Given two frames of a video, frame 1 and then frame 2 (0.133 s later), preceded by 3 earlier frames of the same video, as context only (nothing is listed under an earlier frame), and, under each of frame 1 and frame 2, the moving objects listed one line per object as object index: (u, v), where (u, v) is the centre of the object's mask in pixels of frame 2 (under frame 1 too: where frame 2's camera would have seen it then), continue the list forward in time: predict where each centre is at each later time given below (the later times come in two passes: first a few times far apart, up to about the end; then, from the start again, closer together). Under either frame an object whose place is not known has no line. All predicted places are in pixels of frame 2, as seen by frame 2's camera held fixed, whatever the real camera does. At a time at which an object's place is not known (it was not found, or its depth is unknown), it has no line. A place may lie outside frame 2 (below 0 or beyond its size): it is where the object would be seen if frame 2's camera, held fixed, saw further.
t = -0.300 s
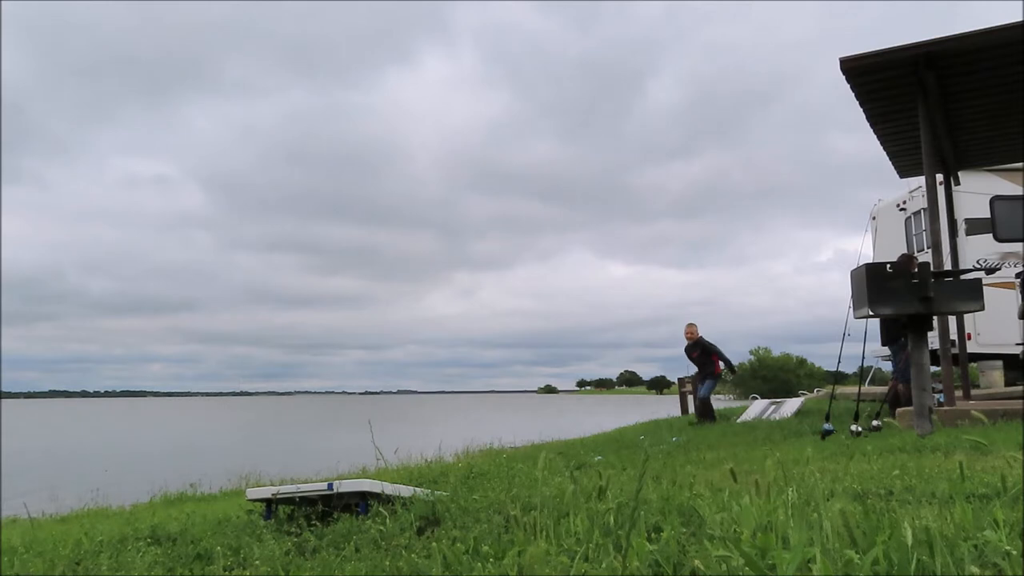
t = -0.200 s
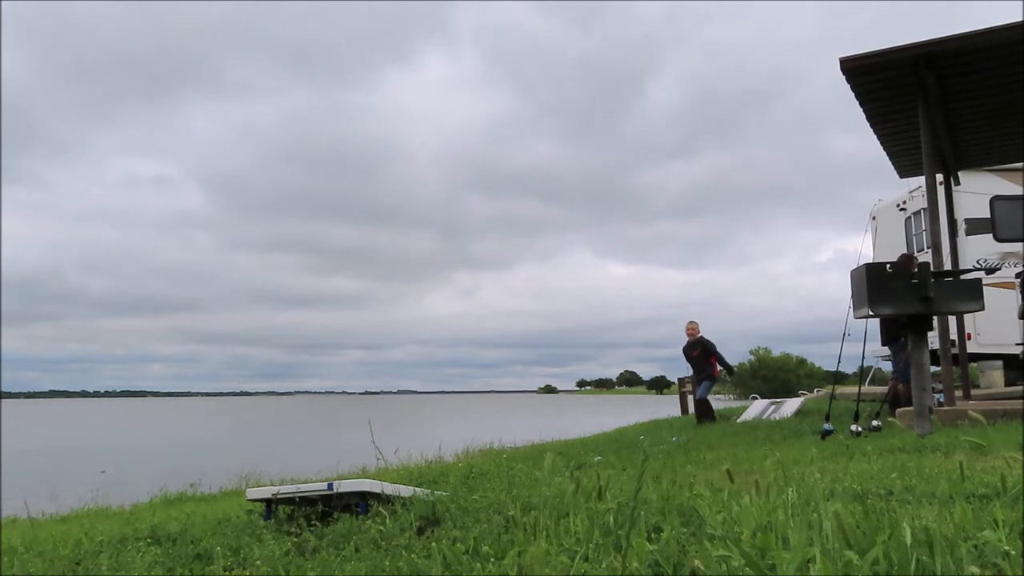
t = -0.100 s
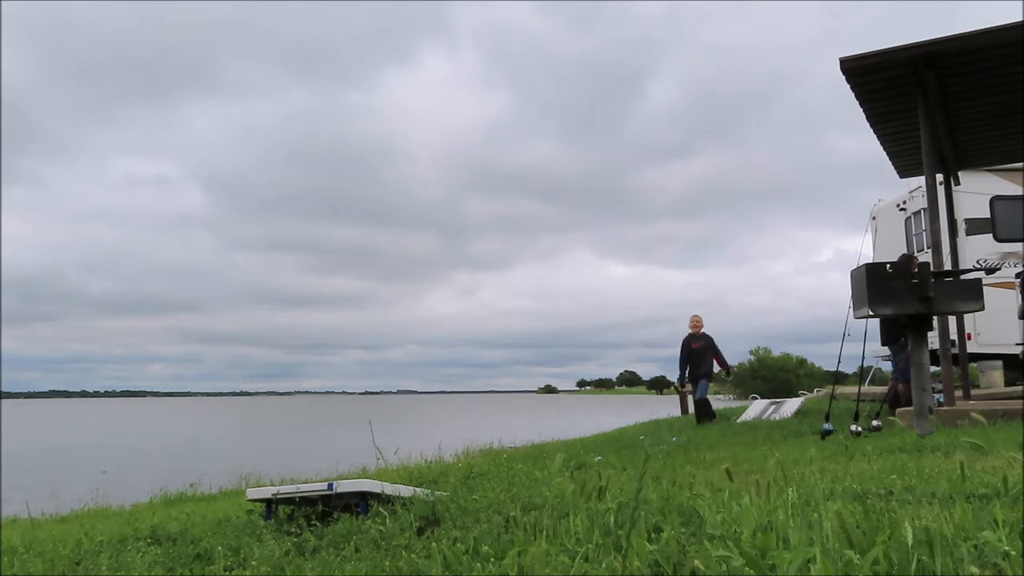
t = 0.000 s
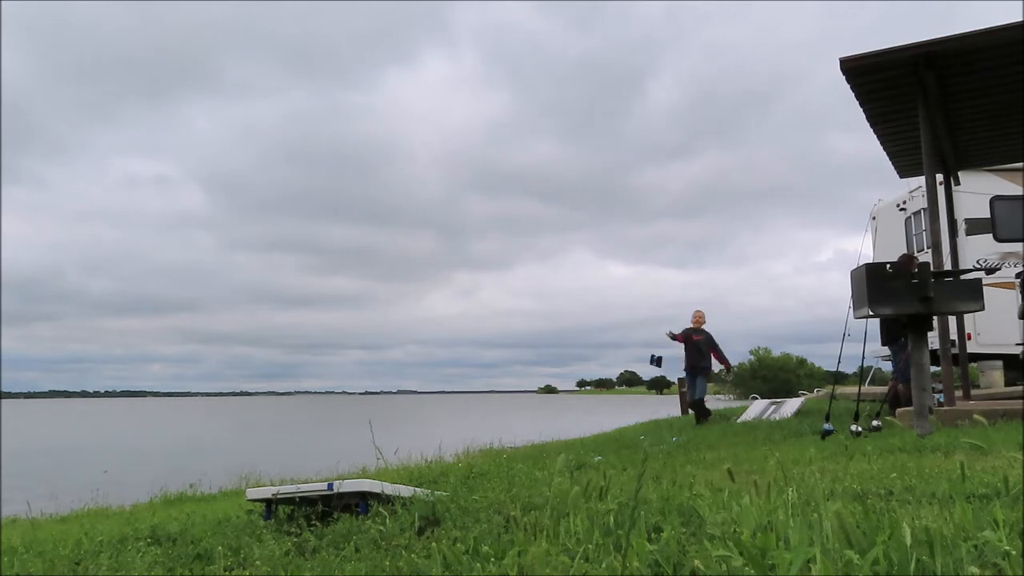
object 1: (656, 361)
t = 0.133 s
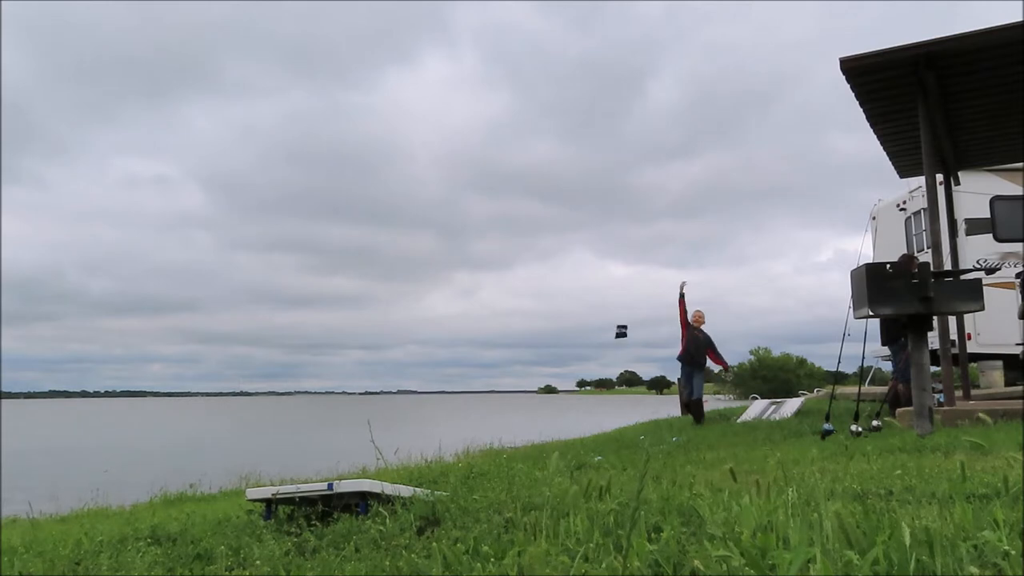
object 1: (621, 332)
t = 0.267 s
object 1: (580, 314)
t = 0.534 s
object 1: (477, 341)
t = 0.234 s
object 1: (591, 317)
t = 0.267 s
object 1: (580, 314)
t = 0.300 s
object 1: (569, 312)
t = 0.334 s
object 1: (558, 312)
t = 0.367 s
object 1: (546, 313)
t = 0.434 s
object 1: (520, 318)
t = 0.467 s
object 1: (507, 324)
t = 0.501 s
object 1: (492, 331)
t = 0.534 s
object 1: (477, 341)
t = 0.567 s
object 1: (461, 354)
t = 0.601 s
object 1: (444, 369)
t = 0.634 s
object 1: (425, 387)
